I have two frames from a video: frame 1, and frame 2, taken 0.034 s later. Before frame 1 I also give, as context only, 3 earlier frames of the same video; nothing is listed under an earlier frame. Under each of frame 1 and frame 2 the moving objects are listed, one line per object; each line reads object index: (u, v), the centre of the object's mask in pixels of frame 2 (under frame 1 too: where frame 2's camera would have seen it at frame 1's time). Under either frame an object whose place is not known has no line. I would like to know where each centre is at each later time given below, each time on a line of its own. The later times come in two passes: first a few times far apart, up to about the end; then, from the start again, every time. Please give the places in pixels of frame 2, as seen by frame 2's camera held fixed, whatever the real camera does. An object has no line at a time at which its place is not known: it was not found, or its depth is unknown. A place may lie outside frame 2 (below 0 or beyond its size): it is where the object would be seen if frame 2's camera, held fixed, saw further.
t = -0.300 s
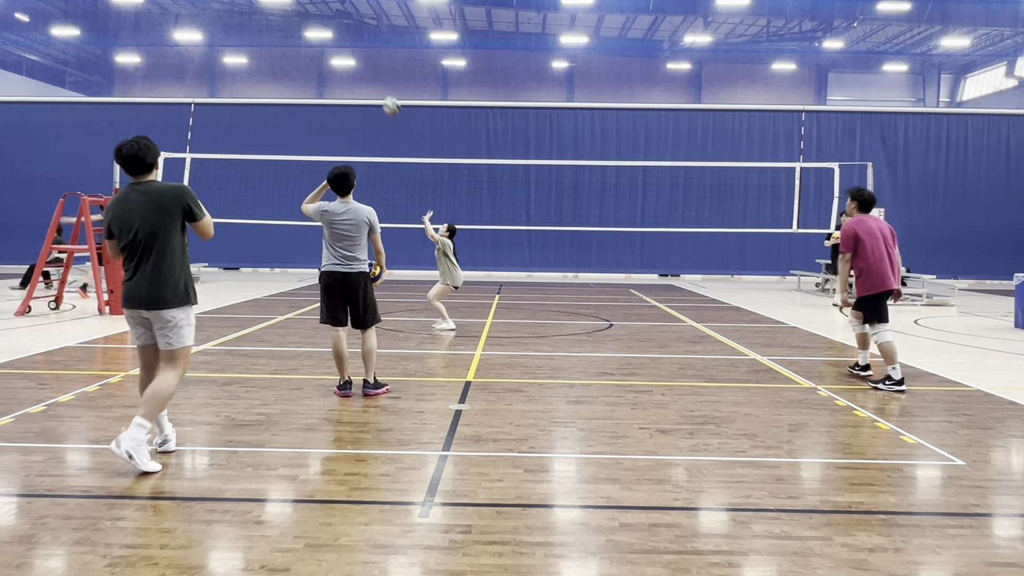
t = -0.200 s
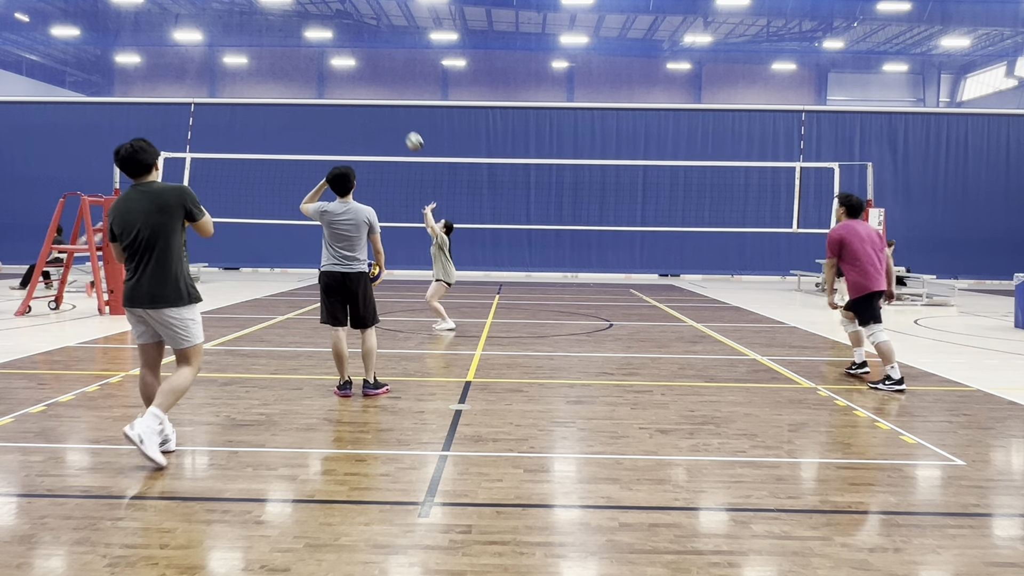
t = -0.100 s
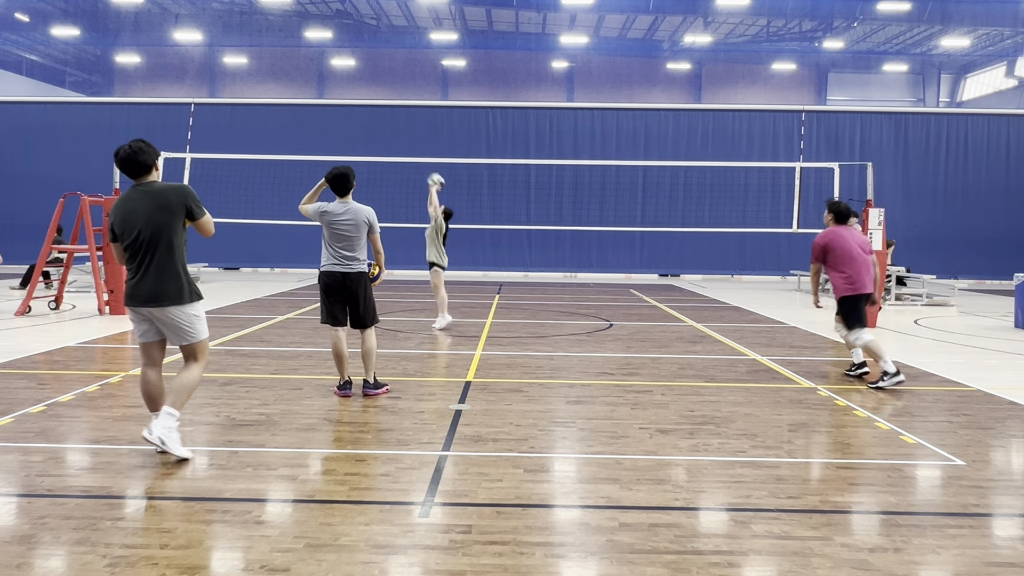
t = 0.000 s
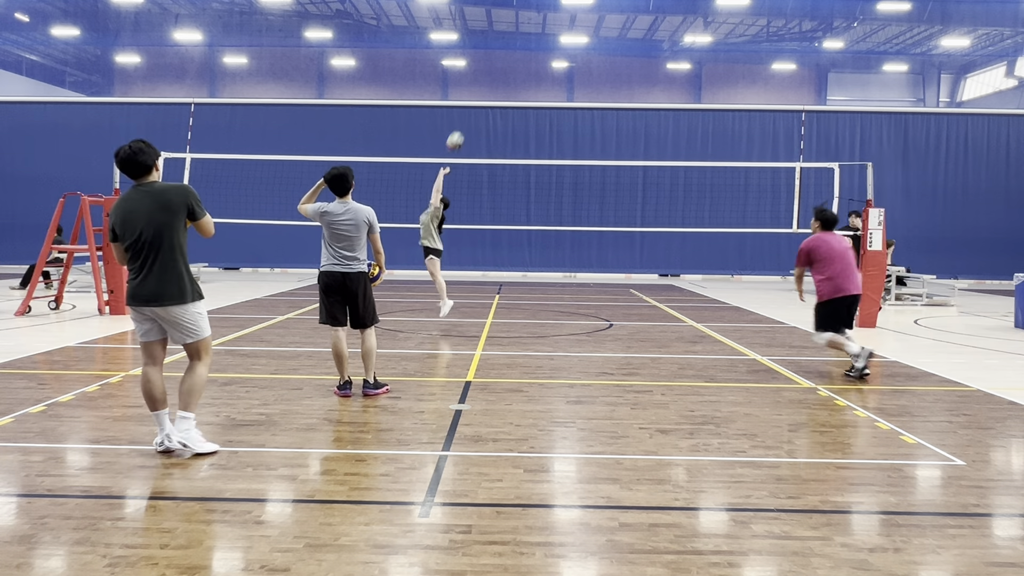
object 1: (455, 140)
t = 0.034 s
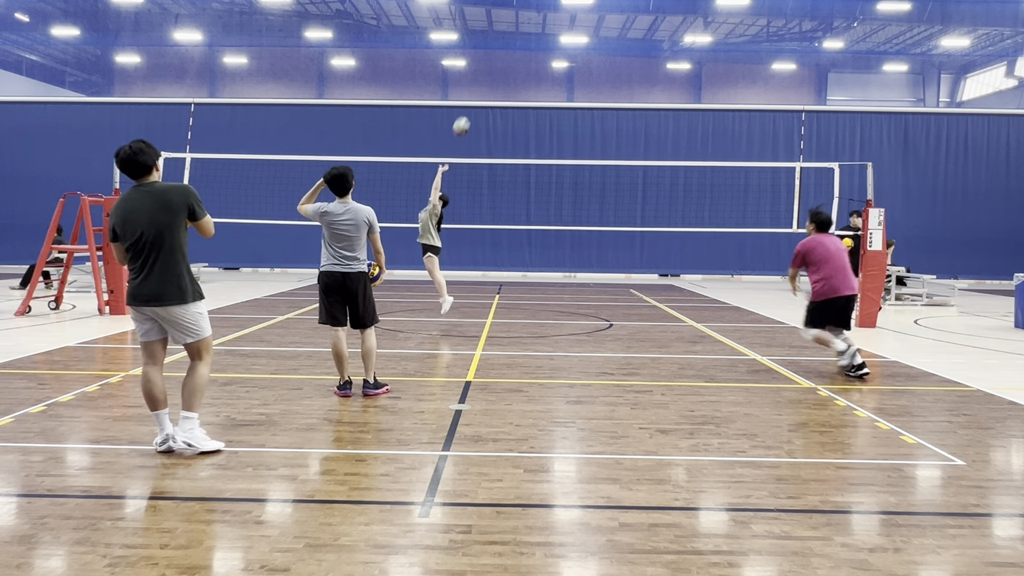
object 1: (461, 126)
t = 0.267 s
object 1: (503, 47)
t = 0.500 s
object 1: (541, 11)
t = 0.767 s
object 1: (583, 20)
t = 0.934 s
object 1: (608, 52)
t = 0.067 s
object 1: (467, 113)
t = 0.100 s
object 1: (474, 99)
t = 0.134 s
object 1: (480, 87)
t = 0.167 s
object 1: (485, 75)
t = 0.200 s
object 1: (491, 65)
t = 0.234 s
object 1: (497, 56)
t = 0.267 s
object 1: (503, 47)
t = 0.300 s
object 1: (508, 39)
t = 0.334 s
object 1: (513, 32)
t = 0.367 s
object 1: (519, 26)
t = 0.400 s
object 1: (525, 21)
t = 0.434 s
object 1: (530, 17)
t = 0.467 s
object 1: (536, 14)
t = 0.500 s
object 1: (541, 11)
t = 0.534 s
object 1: (546, 9)
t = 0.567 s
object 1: (552, 8)
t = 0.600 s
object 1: (557, 9)
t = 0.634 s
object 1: (562, 9)
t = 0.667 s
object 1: (568, 12)
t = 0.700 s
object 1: (573, 14)
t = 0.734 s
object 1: (578, 16)
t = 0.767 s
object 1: (583, 20)
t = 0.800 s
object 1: (589, 25)
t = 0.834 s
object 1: (593, 30)
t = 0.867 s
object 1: (598, 37)
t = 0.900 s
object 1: (603, 44)
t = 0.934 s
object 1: (608, 52)
